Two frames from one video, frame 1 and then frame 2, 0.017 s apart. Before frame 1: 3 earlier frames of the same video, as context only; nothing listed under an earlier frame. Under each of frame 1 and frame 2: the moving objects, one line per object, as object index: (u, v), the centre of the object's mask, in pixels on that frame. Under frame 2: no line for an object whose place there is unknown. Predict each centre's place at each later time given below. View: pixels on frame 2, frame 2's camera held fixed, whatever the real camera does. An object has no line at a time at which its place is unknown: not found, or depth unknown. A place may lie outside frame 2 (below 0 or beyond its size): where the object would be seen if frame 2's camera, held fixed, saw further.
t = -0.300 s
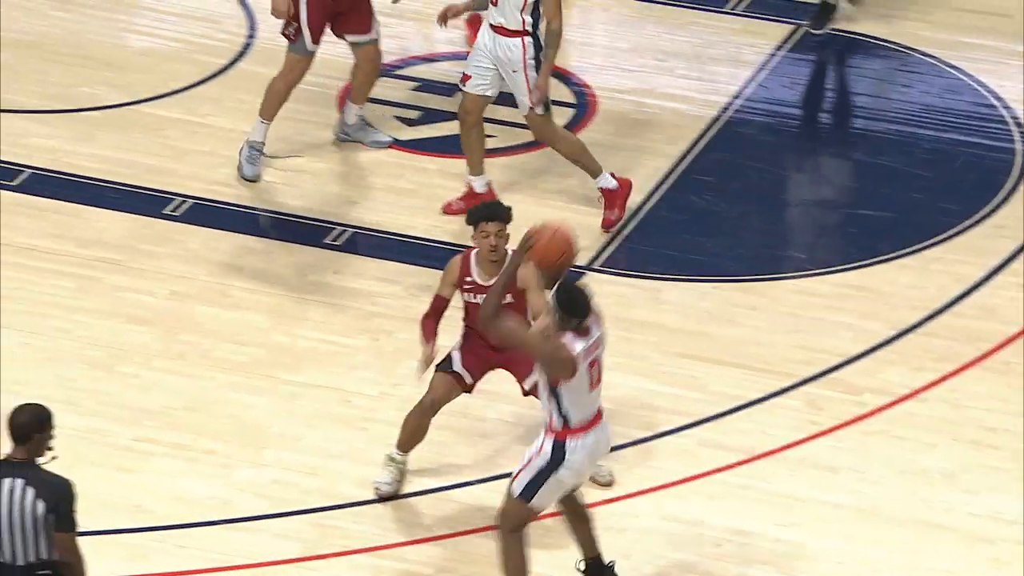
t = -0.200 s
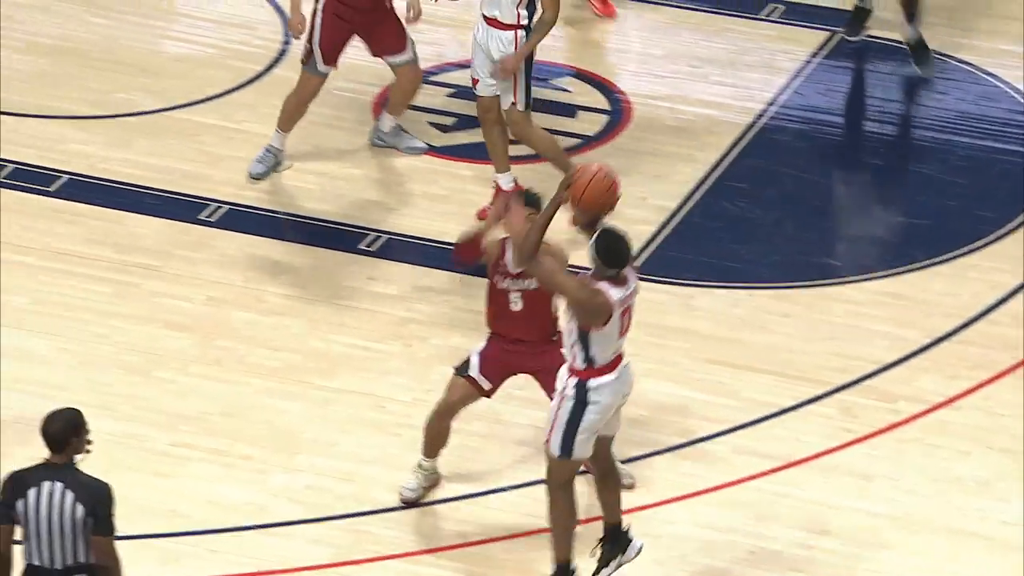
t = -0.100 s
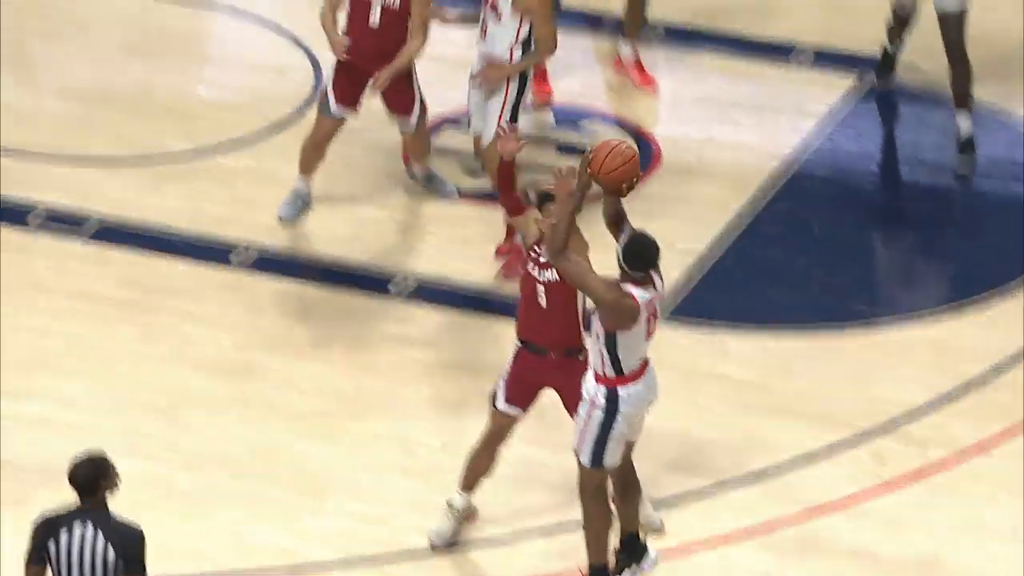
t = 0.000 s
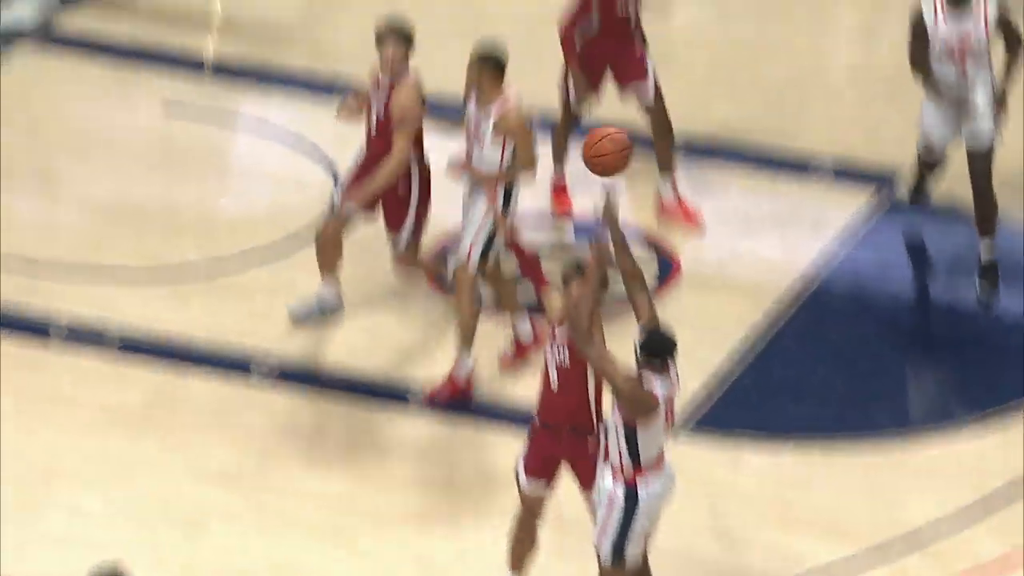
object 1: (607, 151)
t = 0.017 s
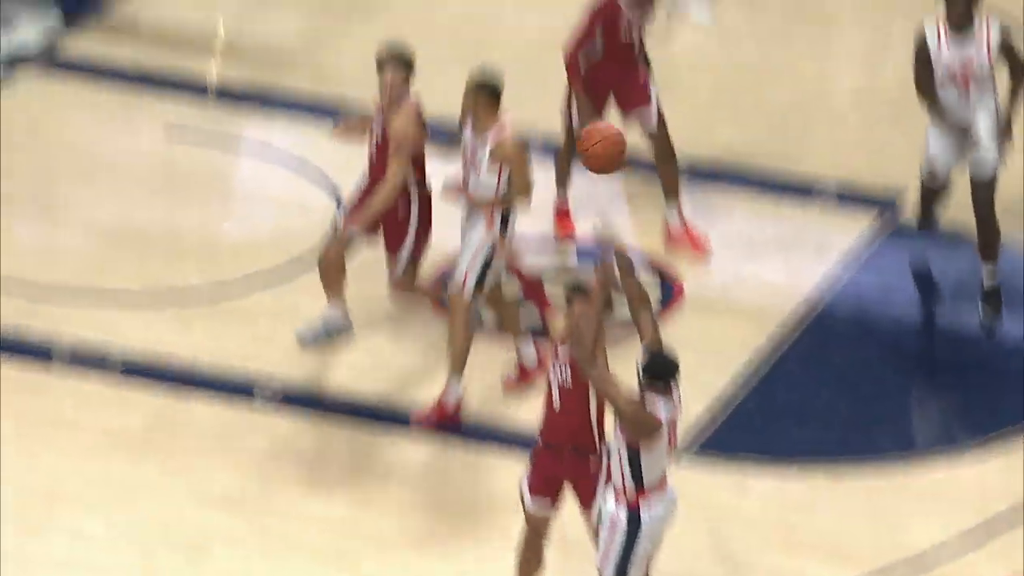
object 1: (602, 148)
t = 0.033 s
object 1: (593, 121)
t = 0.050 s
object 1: (585, 95)
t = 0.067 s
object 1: (577, 68)
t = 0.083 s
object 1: (568, 43)
